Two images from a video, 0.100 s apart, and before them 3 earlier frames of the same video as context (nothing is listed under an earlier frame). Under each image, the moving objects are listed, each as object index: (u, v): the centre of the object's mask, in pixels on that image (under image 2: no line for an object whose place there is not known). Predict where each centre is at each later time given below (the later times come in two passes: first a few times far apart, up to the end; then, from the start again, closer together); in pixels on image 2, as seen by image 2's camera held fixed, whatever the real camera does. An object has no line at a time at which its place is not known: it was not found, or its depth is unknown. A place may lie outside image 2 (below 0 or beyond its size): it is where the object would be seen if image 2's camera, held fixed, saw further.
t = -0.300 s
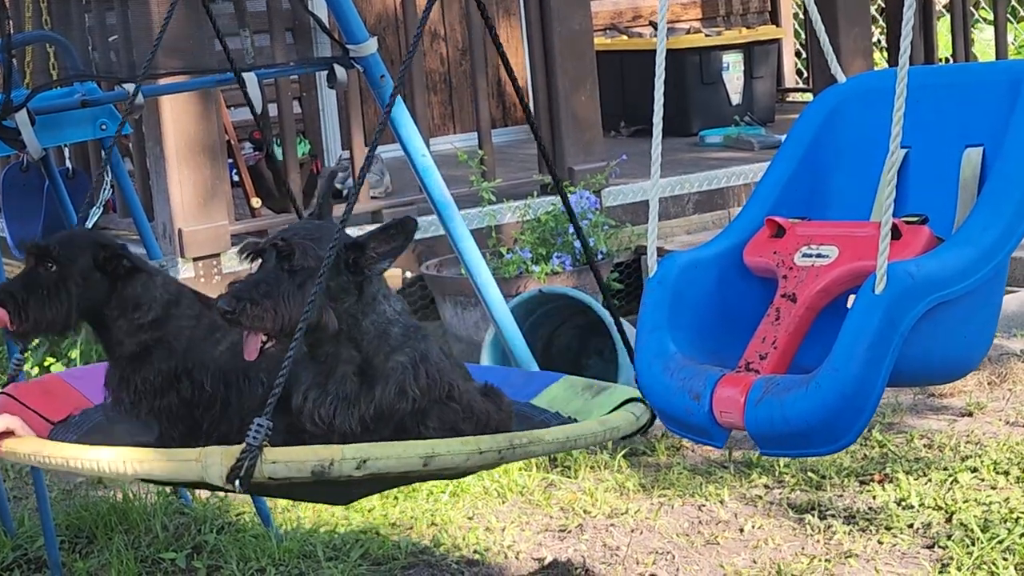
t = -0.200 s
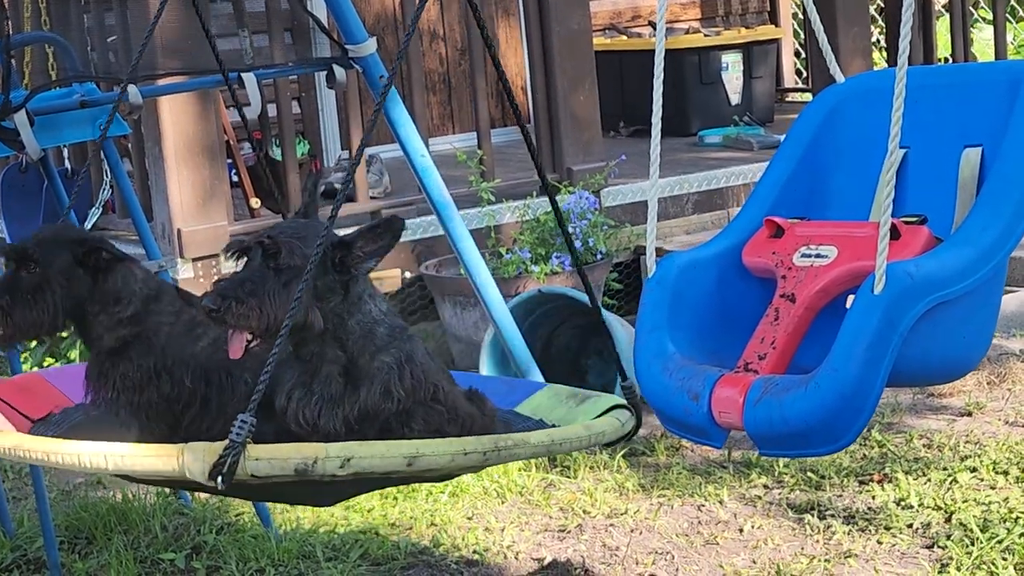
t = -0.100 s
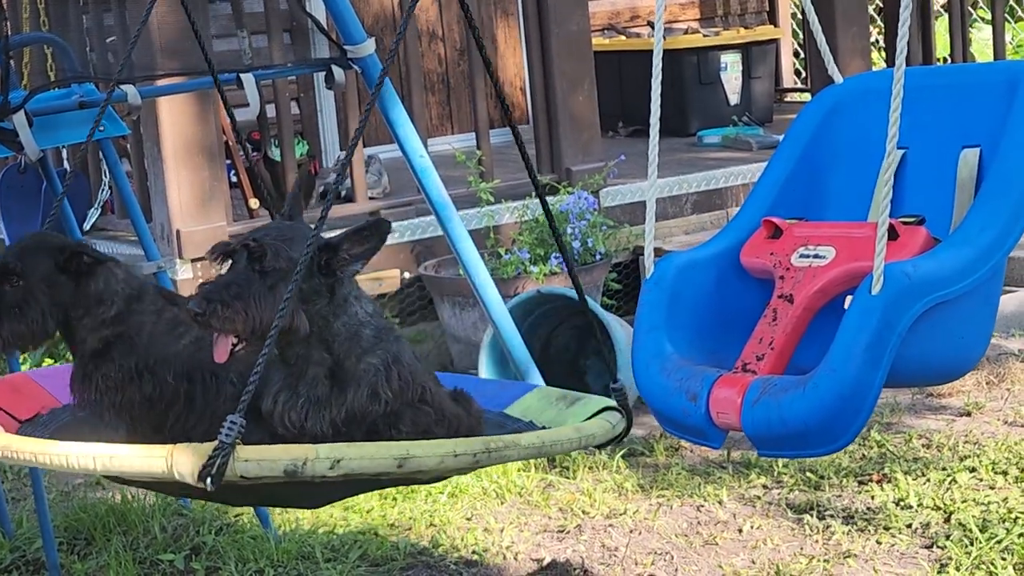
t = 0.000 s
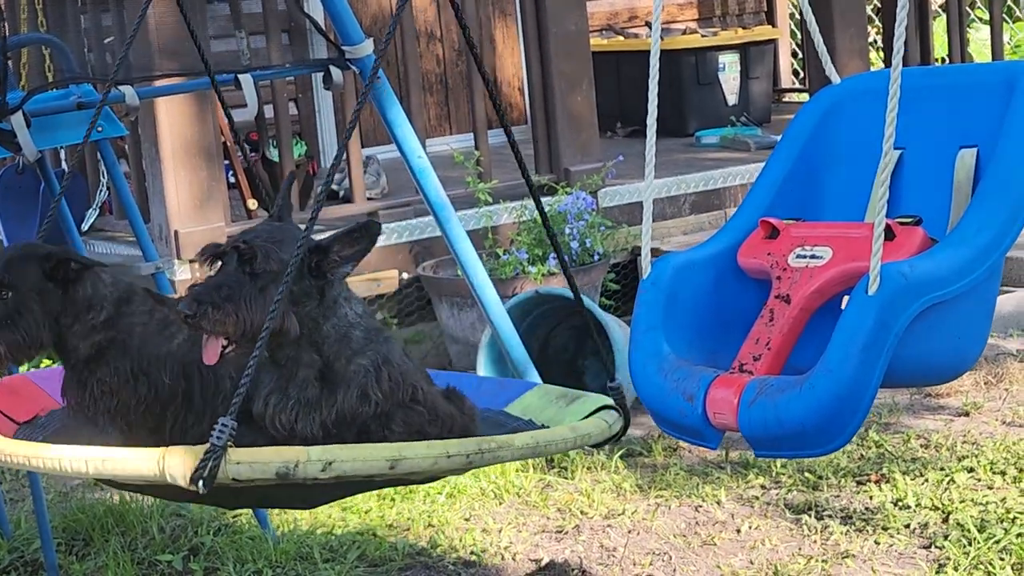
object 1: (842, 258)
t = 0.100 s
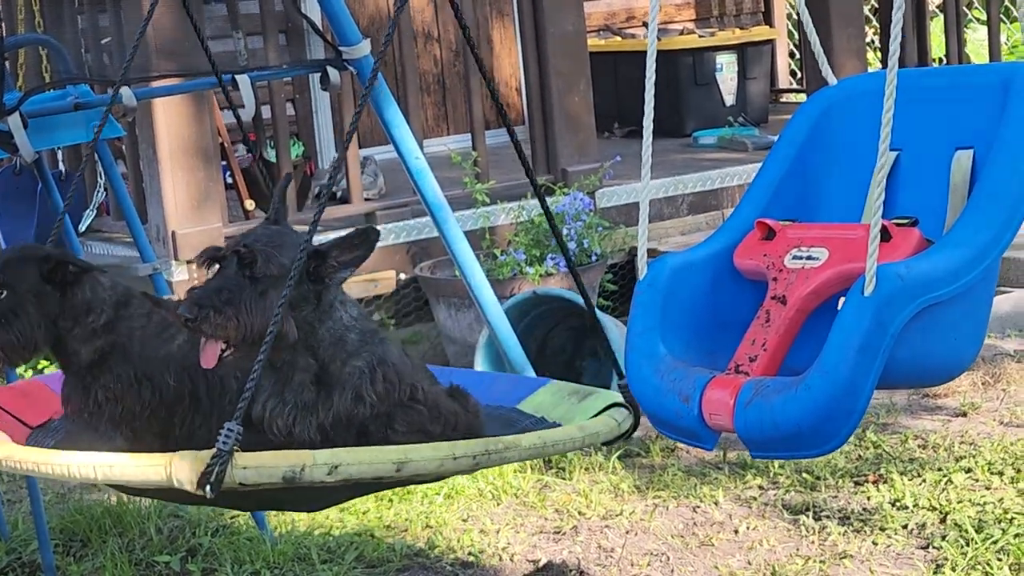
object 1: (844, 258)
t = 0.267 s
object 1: (842, 255)
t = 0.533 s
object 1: (851, 258)
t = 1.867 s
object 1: (853, 254)
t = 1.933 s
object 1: (856, 256)
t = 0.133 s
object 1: (846, 257)
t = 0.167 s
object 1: (855, 260)
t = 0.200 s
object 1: (852, 260)
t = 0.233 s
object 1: (834, 260)
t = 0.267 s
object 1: (842, 255)
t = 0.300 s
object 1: (842, 258)
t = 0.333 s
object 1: (847, 259)
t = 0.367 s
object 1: (850, 258)
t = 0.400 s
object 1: (848, 258)
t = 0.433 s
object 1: (847, 257)
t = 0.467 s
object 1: (836, 258)
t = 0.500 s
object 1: (849, 260)
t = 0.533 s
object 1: (851, 258)
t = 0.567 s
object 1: (853, 260)
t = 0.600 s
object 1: (861, 274)
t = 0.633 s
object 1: (846, 259)
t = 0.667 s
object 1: (849, 251)
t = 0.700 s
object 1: (852, 251)
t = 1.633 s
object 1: (853, 254)
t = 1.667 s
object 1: (852, 254)
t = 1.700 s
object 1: (852, 254)
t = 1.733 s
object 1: (856, 254)
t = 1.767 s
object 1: (855, 255)
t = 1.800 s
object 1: (852, 254)
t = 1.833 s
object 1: (854, 256)
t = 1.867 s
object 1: (853, 254)
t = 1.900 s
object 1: (854, 254)
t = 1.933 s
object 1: (856, 256)
